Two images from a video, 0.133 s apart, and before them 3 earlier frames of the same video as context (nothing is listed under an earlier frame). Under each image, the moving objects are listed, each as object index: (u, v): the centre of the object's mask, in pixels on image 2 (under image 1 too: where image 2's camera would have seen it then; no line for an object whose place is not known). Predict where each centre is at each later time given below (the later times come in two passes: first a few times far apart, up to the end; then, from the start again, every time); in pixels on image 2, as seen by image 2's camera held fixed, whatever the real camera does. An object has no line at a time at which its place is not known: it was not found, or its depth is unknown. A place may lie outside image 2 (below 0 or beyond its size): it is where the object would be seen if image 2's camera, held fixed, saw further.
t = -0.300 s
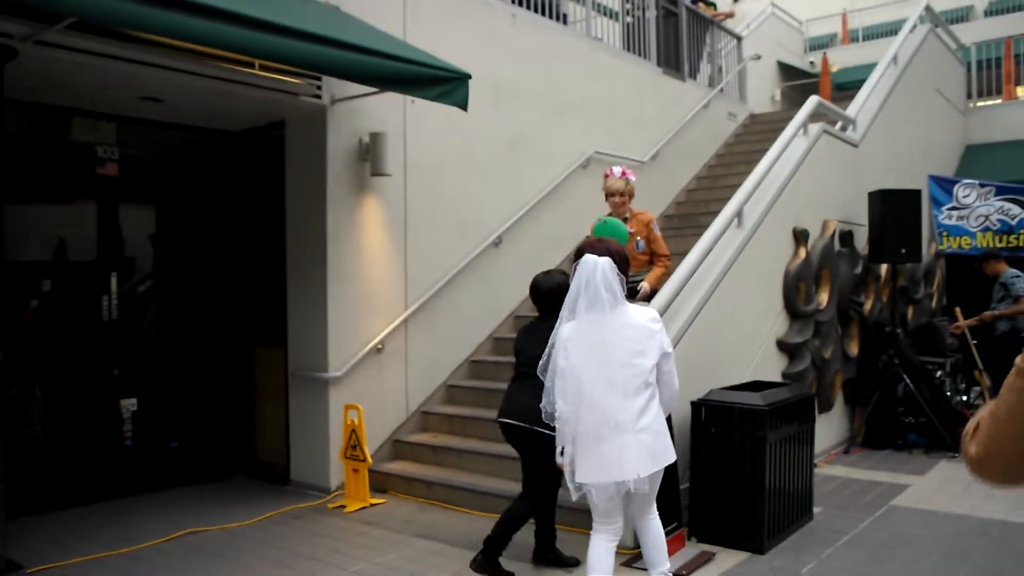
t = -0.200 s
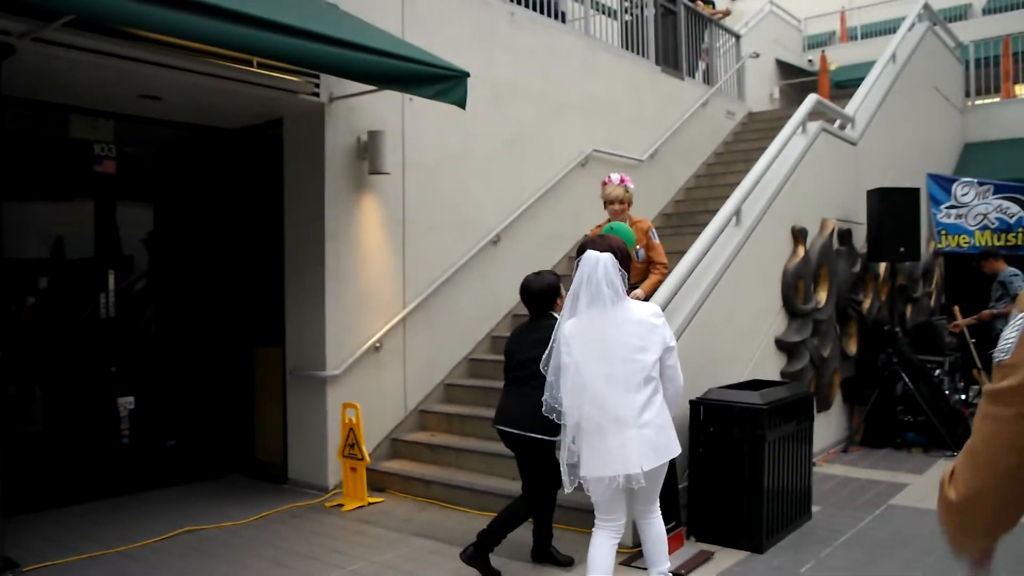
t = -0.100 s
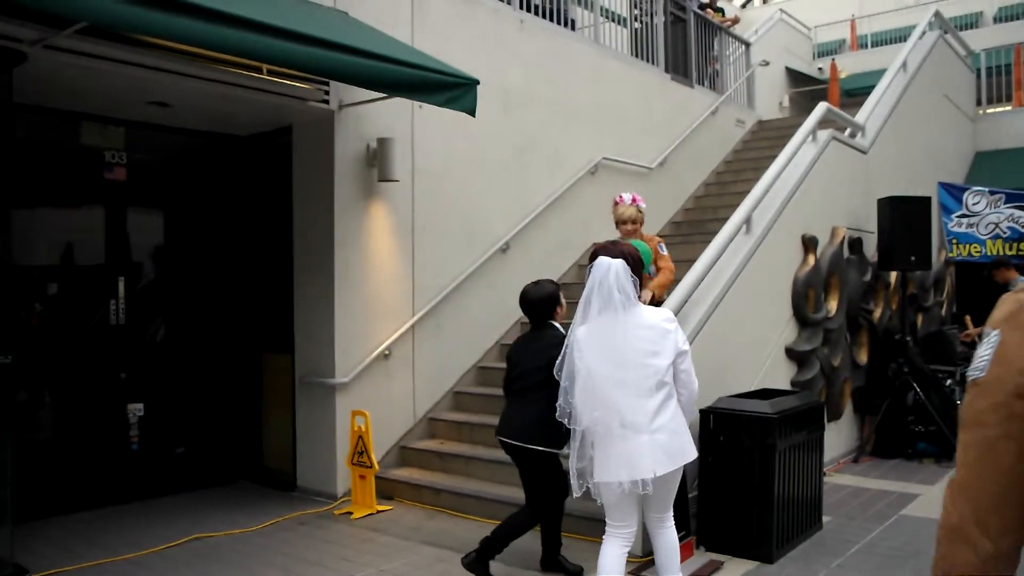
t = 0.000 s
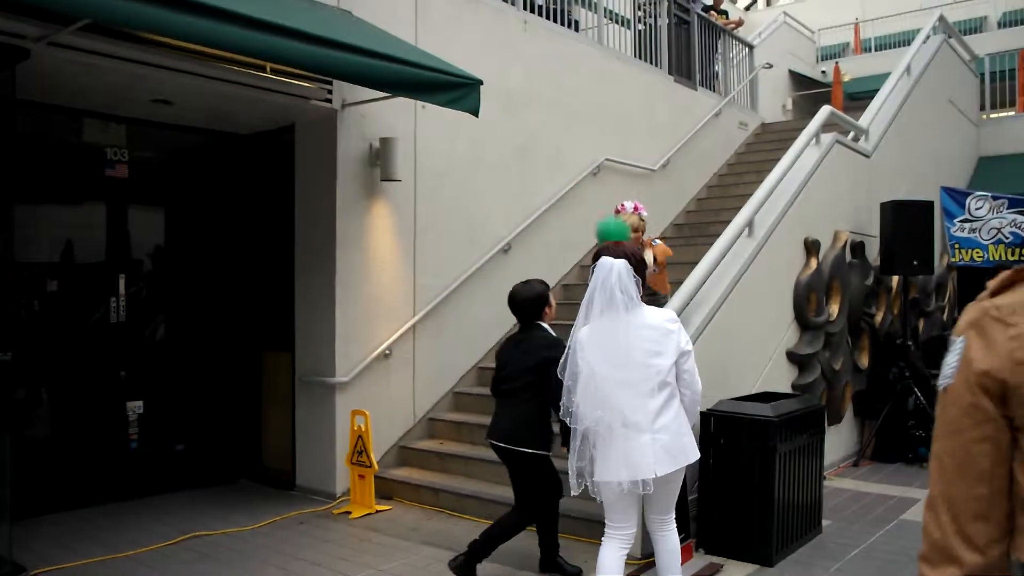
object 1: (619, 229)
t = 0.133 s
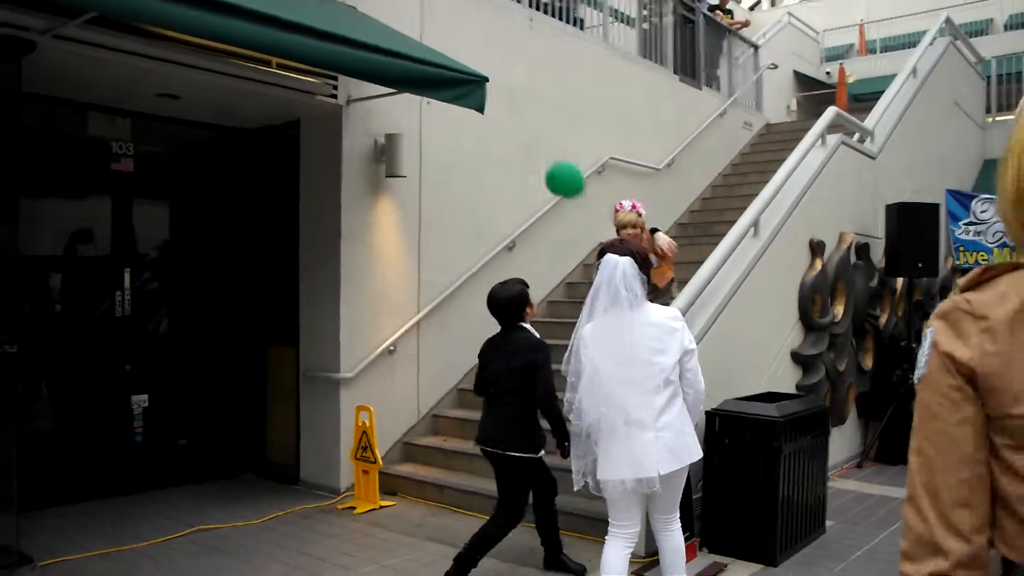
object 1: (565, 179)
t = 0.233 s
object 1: (543, 166)
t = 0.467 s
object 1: (527, 170)
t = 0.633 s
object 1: (523, 193)
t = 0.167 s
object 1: (557, 173)
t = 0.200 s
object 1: (549, 168)
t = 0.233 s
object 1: (543, 166)
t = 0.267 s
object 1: (540, 165)
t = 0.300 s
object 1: (536, 164)
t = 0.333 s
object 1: (534, 165)
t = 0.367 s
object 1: (532, 165)
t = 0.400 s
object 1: (529, 166)
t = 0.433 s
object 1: (528, 168)
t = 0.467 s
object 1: (527, 170)
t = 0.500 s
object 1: (526, 173)
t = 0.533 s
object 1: (525, 176)
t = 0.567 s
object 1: (524, 181)
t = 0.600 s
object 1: (524, 187)
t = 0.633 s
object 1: (523, 193)
